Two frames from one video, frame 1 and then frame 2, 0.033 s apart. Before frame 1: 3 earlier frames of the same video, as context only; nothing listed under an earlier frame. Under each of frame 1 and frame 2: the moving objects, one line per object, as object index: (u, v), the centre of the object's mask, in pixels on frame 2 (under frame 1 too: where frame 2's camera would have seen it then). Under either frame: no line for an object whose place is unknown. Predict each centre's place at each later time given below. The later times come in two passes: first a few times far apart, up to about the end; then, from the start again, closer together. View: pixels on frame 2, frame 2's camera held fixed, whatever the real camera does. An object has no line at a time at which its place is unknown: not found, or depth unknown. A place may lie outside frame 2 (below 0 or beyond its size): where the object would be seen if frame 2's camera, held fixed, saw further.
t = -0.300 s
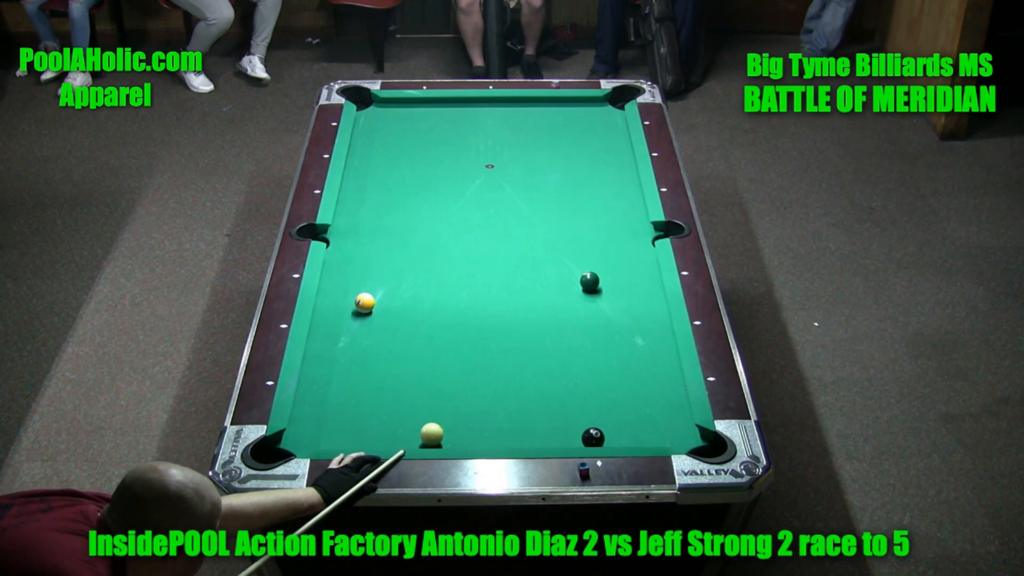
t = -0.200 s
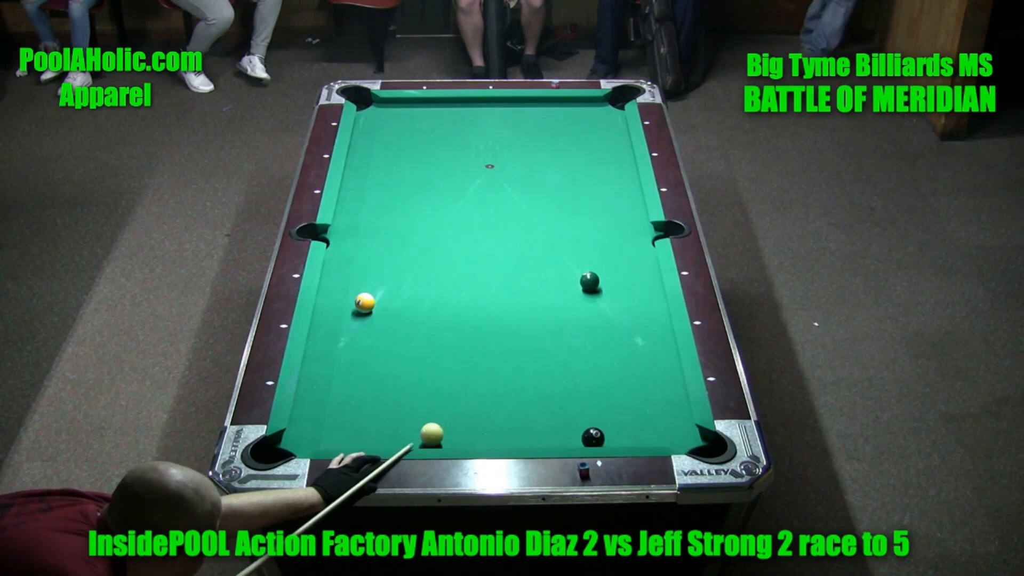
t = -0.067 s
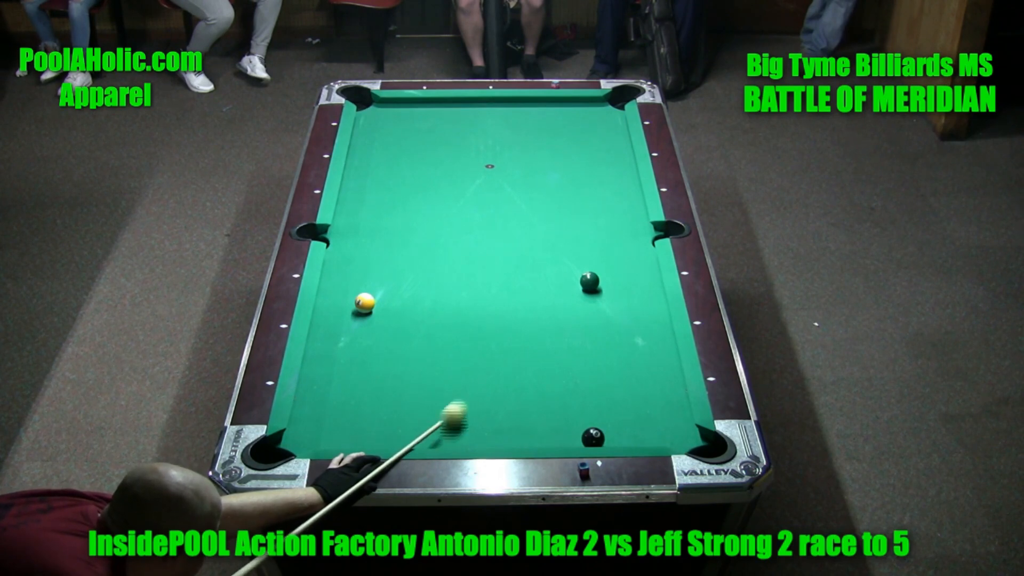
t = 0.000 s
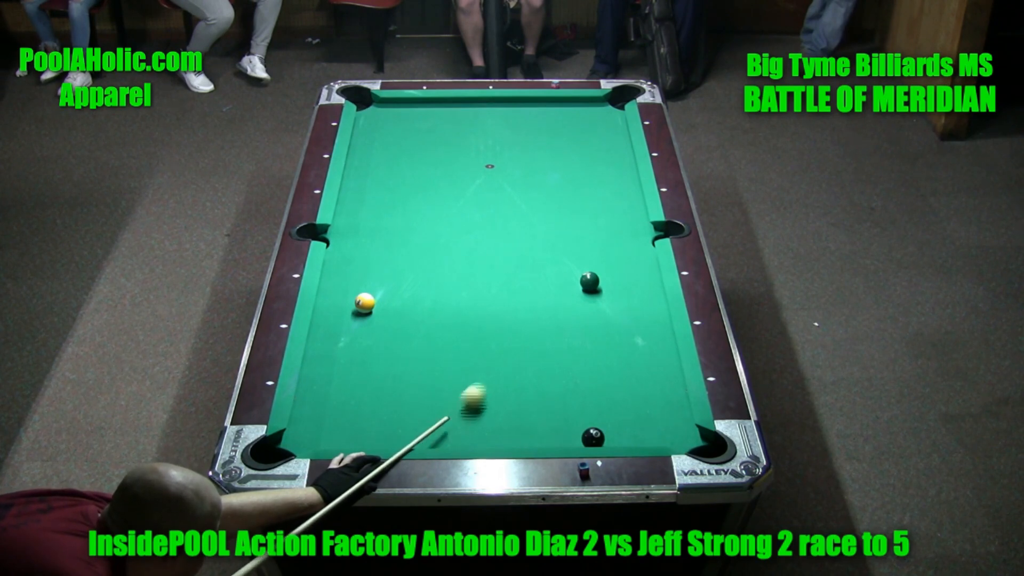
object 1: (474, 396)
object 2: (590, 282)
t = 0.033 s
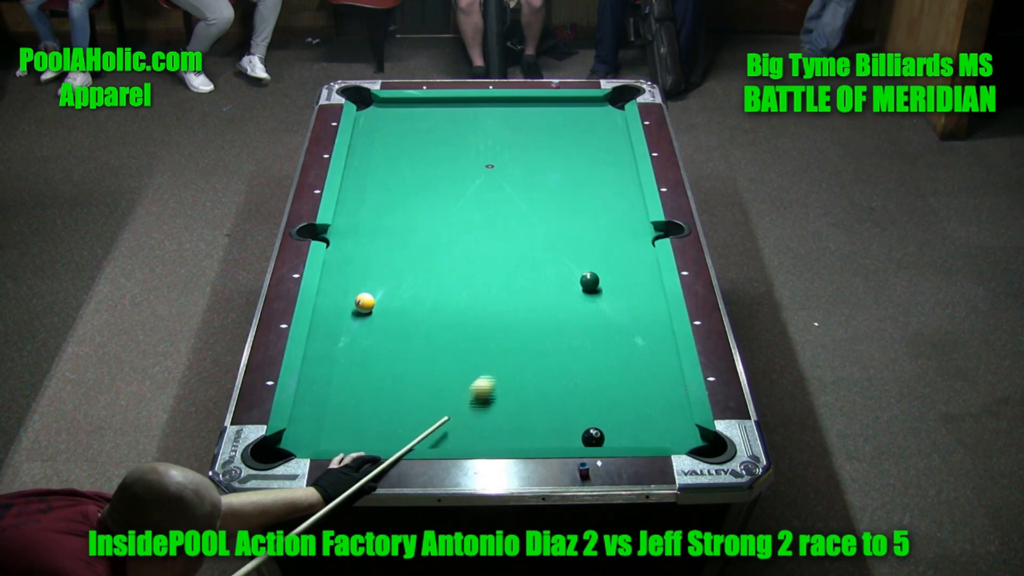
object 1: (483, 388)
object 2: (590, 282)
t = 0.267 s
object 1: (543, 334)
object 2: (590, 282)
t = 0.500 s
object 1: (594, 292)
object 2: (590, 275)
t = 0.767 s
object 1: (645, 282)
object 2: (594, 243)
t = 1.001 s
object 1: (629, 277)
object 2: (596, 218)
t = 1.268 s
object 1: (598, 273)
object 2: (599, 193)
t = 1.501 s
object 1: (572, 270)
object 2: (600, 172)
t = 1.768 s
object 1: (545, 266)
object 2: (602, 152)
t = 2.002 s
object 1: (523, 264)
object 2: (603, 135)
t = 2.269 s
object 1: (499, 261)
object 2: (605, 118)
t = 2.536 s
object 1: (479, 258)
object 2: (606, 102)
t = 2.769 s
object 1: (461, 256)
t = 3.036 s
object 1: (444, 254)
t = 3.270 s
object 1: (430, 252)
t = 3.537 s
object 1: (416, 251)
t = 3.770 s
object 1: (405, 249)
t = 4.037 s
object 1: (395, 248)
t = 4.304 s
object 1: (387, 247)
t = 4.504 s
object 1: (381, 247)
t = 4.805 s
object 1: (376, 246)
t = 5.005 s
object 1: (374, 246)
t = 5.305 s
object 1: (372, 245)
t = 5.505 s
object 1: (372, 245)
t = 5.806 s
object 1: (372, 245)
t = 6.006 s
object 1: (372, 245)
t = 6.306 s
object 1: (372, 245)
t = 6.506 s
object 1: (372, 245)
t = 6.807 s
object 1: (371, 245)
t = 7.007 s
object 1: (371, 245)
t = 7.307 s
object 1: (371, 245)
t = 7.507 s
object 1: (371, 245)
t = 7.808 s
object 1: (371, 245)
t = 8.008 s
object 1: (371, 245)
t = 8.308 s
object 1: (371, 245)
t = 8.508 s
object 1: (371, 245)
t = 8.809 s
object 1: (371, 245)
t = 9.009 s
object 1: (371, 245)
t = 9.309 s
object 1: (371, 245)
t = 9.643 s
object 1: (371, 245)
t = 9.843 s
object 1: (371, 245)
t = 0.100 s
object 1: (501, 371)
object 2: (589, 282)
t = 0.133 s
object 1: (509, 364)
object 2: (590, 282)
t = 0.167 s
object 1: (518, 356)
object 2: (590, 282)
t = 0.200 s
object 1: (526, 349)
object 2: (590, 282)
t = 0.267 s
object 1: (543, 334)
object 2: (590, 282)
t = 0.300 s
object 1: (551, 327)
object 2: (590, 282)
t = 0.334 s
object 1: (558, 320)
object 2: (589, 282)
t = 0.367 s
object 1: (566, 313)
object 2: (590, 282)
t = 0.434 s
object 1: (580, 300)
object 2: (590, 281)
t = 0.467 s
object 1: (588, 294)
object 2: (589, 278)
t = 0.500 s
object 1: (594, 292)
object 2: (590, 275)
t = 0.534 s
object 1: (600, 291)
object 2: (591, 272)
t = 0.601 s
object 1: (614, 289)
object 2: (592, 262)
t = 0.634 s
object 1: (620, 287)
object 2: (592, 258)
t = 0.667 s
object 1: (626, 286)
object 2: (593, 254)
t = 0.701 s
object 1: (633, 284)
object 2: (593, 251)
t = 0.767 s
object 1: (645, 282)
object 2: (594, 243)
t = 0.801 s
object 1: (651, 281)
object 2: (594, 239)
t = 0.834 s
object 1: (649, 280)
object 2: (594, 236)
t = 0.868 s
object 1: (645, 279)
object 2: (595, 232)
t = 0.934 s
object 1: (637, 278)
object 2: (595, 225)
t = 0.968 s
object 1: (633, 277)
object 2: (596, 222)
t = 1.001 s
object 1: (629, 277)
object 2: (596, 218)
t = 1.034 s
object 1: (625, 277)
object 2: (596, 215)
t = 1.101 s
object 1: (617, 275)
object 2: (597, 209)
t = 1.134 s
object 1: (613, 275)
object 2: (597, 205)
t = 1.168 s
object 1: (609, 274)
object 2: (598, 202)
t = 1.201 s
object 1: (605, 274)
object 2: (598, 199)
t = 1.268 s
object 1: (598, 273)
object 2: (599, 193)
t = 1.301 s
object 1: (594, 273)
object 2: (599, 190)
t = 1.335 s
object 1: (590, 272)
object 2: (599, 187)
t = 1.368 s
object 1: (586, 271)
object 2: (599, 184)
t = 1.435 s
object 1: (579, 271)
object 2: (600, 178)
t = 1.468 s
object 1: (575, 270)
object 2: (600, 175)
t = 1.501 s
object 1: (572, 270)
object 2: (600, 172)
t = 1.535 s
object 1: (569, 269)
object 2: (601, 170)
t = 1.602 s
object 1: (562, 268)
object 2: (601, 165)
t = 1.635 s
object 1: (558, 268)
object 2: (602, 162)
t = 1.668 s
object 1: (555, 268)
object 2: (602, 159)
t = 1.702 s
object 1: (552, 267)
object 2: (602, 157)
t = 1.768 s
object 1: (545, 266)
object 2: (602, 152)
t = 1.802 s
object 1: (542, 266)
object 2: (602, 149)
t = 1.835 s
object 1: (539, 266)
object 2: (603, 147)
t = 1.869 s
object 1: (535, 265)
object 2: (603, 144)
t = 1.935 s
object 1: (529, 264)
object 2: (603, 140)
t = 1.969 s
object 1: (526, 264)
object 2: (603, 137)
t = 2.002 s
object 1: (523, 264)
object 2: (603, 135)
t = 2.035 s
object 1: (520, 263)
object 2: (604, 133)
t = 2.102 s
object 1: (514, 263)
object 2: (604, 129)
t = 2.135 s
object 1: (511, 262)
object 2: (604, 126)
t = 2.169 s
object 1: (508, 262)
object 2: (605, 124)
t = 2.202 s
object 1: (505, 261)
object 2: (605, 122)
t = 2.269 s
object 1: (499, 261)
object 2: (605, 118)
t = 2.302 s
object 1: (497, 260)
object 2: (605, 116)
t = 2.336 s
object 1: (494, 260)
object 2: (605, 114)
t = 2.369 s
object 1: (491, 260)
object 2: (605, 112)
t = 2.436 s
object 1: (486, 259)
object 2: (605, 108)
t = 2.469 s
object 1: (484, 259)
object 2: (606, 106)
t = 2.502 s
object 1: (481, 259)
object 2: (606, 104)
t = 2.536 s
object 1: (479, 258)
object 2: (606, 102)
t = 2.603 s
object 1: (473, 257)
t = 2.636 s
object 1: (471, 257)
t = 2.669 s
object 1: (469, 257)
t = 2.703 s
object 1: (466, 257)
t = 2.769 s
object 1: (461, 256)
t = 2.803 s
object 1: (459, 256)
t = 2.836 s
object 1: (457, 256)
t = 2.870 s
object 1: (455, 255)
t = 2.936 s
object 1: (450, 255)
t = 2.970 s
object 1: (448, 254)
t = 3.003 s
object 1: (446, 254)
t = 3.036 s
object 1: (444, 254)
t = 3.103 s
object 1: (440, 254)
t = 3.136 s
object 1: (438, 253)
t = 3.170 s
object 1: (436, 253)
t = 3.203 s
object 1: (434, 253)
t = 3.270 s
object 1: (430, 252)
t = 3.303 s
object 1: (428, 252)
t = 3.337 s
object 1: (426, 252)
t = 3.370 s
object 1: (425, 252)
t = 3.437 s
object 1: (421, 251)
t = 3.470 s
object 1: (420, 251)
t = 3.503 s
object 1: (418, 251)
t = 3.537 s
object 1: (416, 251)
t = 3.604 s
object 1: (413, 250)
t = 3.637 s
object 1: (411, 250)
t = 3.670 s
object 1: (410, 250)
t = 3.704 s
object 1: (408, 250)
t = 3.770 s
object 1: (405, 249)
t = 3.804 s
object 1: (404, 249)
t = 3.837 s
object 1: (403, 249)
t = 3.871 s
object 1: (401, 249)
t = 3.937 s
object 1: (398, 249)
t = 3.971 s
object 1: (397, 249)
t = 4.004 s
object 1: (396, 248)
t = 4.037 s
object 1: (395, 248)
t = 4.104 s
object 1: (393, 248)
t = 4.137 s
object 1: (391, 248)
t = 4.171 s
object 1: (390, 248)
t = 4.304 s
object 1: (387, 247)
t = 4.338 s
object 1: (386, 247)
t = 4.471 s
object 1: (382, 247)
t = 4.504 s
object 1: (381, 247)
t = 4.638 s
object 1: (379, 246)
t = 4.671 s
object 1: (378, 246)
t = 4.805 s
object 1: (376, 246)
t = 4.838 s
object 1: (375, 246)
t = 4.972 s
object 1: (374, 246)
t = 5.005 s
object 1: (374, 246)
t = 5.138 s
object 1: (373, 246)
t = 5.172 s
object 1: (373, 245)
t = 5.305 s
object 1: (372, 245)
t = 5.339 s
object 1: (372, 245)
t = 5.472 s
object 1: (372, 245)
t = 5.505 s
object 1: (372, 245)
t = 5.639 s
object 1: (372, 245)
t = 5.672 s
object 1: (372, 245)
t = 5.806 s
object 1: (372, 245)
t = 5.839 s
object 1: (372, 245)
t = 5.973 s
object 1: (372, 245)
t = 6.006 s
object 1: (372, 245)
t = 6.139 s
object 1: (372, 245)
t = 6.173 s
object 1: (372, 245)
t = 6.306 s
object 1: (372, 245)
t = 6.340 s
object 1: (372, 245)
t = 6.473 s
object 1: (371, 245)
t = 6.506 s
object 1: (372, 245)
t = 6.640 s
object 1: (371, 245)
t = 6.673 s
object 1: (371, 245)
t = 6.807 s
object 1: (371, 245)
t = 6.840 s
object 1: (371, 245)
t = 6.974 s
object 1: (371, 245)
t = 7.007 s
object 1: (371, 245)
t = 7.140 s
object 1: (371, 245)
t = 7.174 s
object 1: (371, 245)
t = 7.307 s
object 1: (371, 245)
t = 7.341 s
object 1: (371, 245)
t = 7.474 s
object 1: (371, 245)
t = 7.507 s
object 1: (371, 245)
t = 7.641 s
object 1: (371, 245)
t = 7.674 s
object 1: (371, 245)
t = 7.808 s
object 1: (371, 245)
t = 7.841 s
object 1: (371, 245)
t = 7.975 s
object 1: (371, 245)
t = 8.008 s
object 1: (371, 245)
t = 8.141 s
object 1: (371, 245)
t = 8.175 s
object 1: (371, 245)
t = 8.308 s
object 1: (371, 245)
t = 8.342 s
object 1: (371, 245)
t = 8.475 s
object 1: (371, 245)
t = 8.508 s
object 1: (371, 245)
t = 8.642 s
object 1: (372, 245)
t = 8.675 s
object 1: (371, 245)
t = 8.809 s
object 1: (371, 245)
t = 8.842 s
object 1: (371, 245)
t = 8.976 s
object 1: (371, 245)
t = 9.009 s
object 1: (371, 245)
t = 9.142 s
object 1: (371, 245)
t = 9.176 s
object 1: (371, 245)
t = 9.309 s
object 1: (371, 245)
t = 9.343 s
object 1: (371, 245)
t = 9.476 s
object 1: (371, 245)
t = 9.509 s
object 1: (371, 245)
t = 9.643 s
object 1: (371, 245)
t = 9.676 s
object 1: (371, 245)
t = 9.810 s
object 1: (371, 245)
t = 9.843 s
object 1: (371, 245)
